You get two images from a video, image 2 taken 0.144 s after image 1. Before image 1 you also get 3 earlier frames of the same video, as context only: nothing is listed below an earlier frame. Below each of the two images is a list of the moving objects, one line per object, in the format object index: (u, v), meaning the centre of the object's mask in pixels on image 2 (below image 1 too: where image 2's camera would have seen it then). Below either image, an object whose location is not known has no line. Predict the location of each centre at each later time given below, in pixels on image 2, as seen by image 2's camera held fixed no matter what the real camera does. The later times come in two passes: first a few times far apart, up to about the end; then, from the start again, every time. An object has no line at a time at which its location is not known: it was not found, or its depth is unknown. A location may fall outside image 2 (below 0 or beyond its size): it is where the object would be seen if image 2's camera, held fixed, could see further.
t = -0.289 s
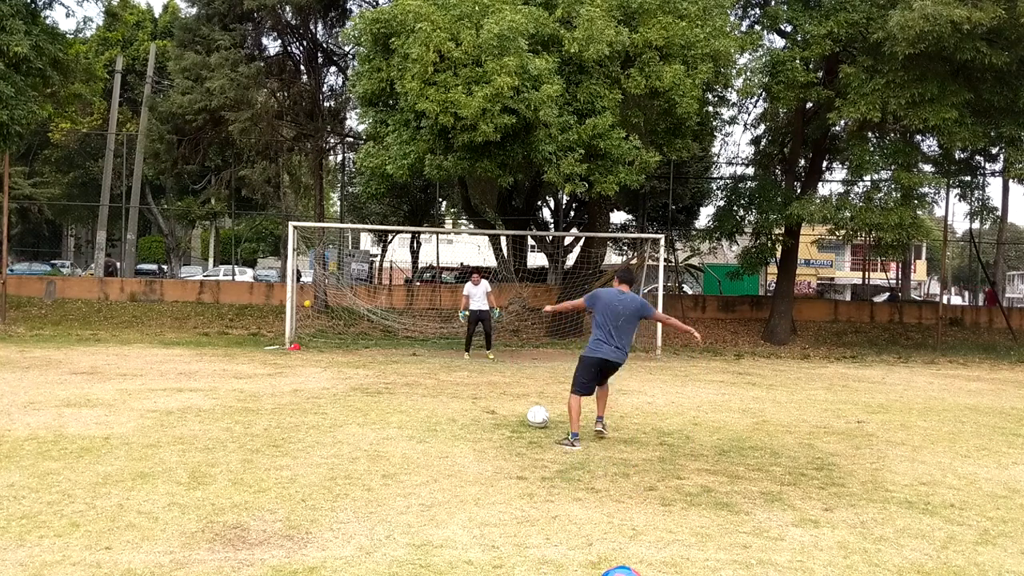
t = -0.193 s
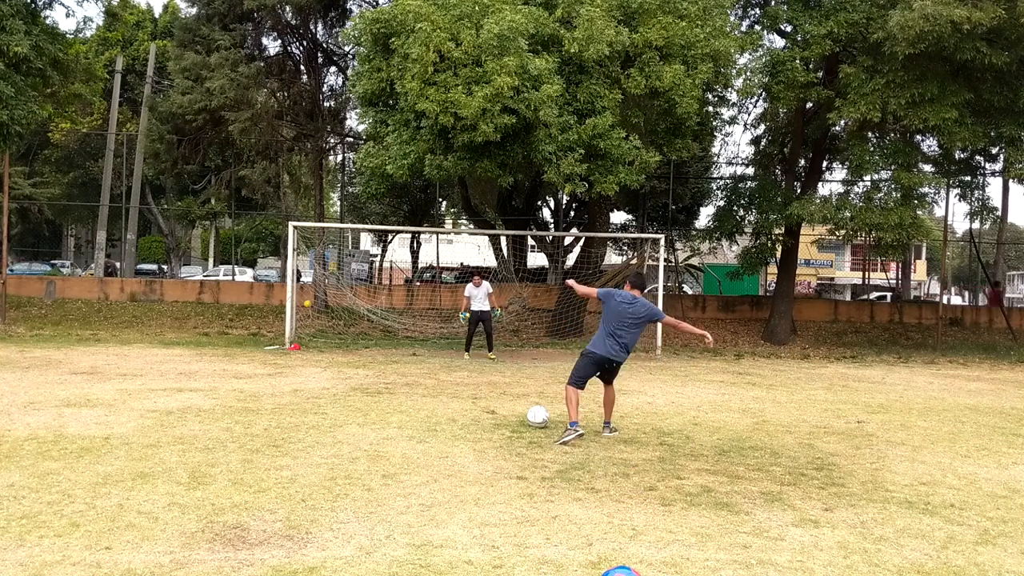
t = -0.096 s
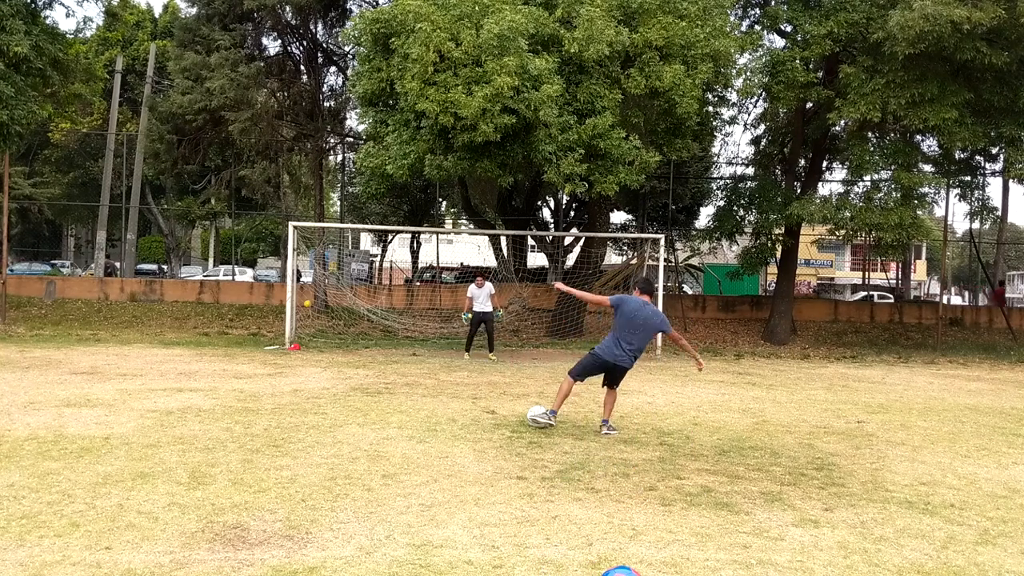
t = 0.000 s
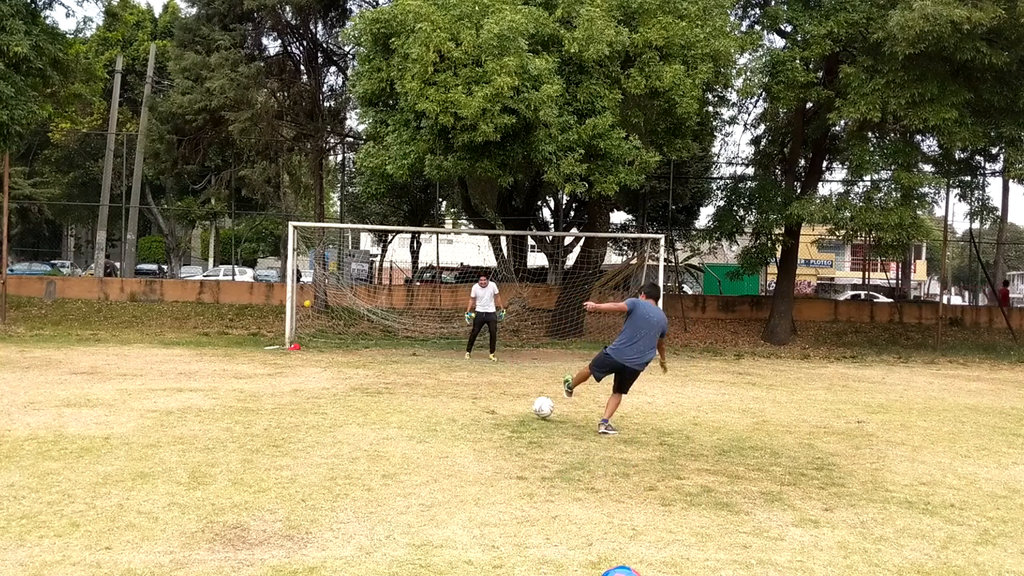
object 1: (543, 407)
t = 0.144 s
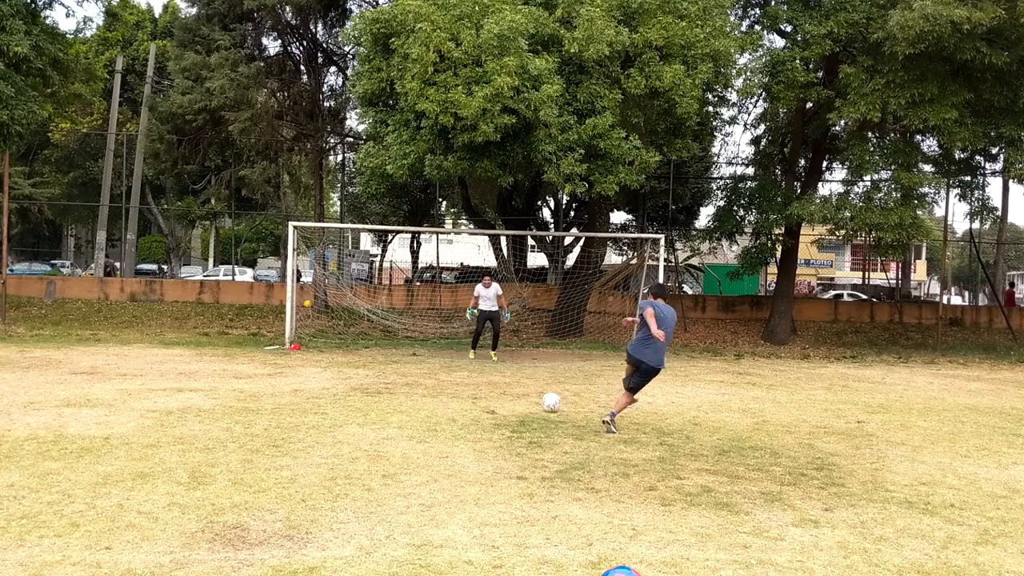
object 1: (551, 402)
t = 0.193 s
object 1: (556, 394)
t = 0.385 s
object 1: (565, 389)
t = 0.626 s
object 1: (579, 377)
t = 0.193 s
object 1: (556, 394)
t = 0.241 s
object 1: (558, 391)
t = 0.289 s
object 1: (559, 389)
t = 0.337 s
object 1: (563, 388)
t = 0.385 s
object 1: (565, 389)
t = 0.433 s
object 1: (570, 385)
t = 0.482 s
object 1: (571, 383)
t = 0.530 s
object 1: (575, 381)
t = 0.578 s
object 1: (576, 379)
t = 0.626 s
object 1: (579, 377)
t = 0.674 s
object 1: (580, 376)
